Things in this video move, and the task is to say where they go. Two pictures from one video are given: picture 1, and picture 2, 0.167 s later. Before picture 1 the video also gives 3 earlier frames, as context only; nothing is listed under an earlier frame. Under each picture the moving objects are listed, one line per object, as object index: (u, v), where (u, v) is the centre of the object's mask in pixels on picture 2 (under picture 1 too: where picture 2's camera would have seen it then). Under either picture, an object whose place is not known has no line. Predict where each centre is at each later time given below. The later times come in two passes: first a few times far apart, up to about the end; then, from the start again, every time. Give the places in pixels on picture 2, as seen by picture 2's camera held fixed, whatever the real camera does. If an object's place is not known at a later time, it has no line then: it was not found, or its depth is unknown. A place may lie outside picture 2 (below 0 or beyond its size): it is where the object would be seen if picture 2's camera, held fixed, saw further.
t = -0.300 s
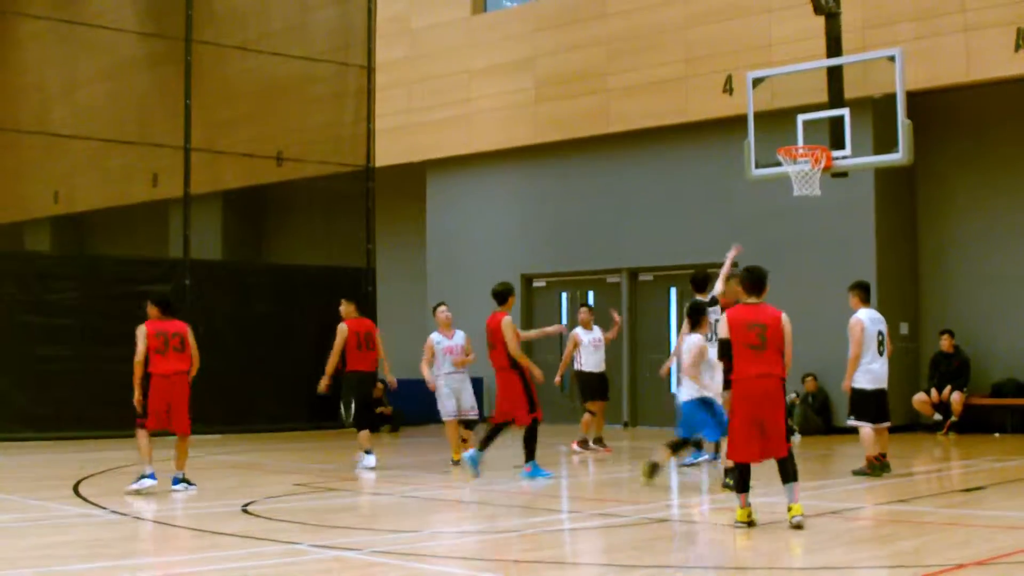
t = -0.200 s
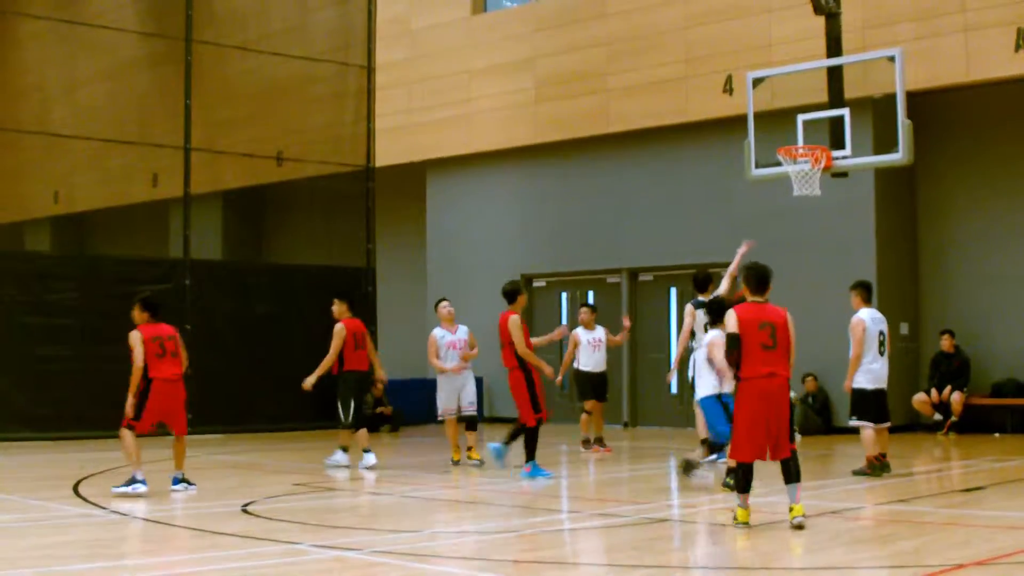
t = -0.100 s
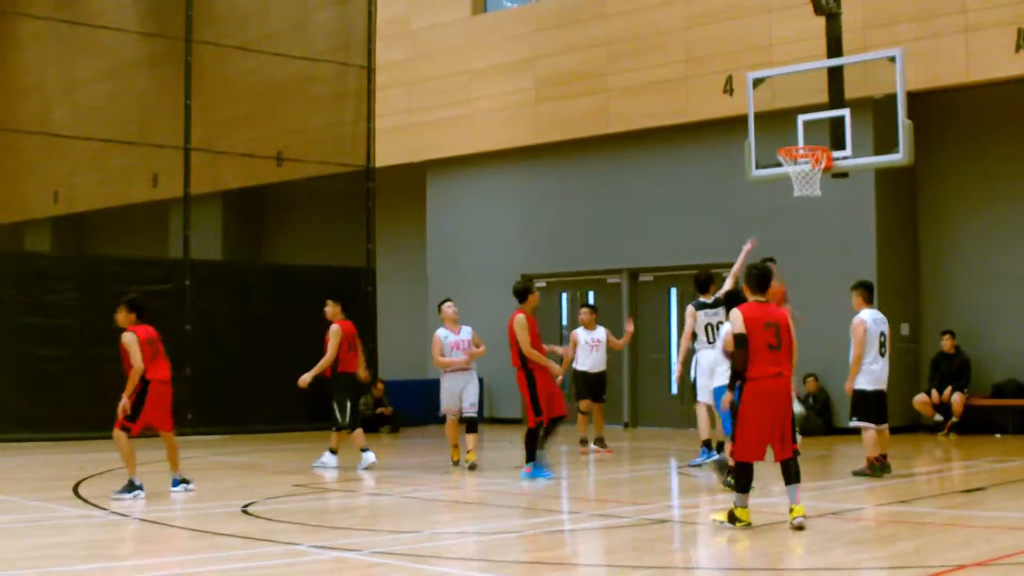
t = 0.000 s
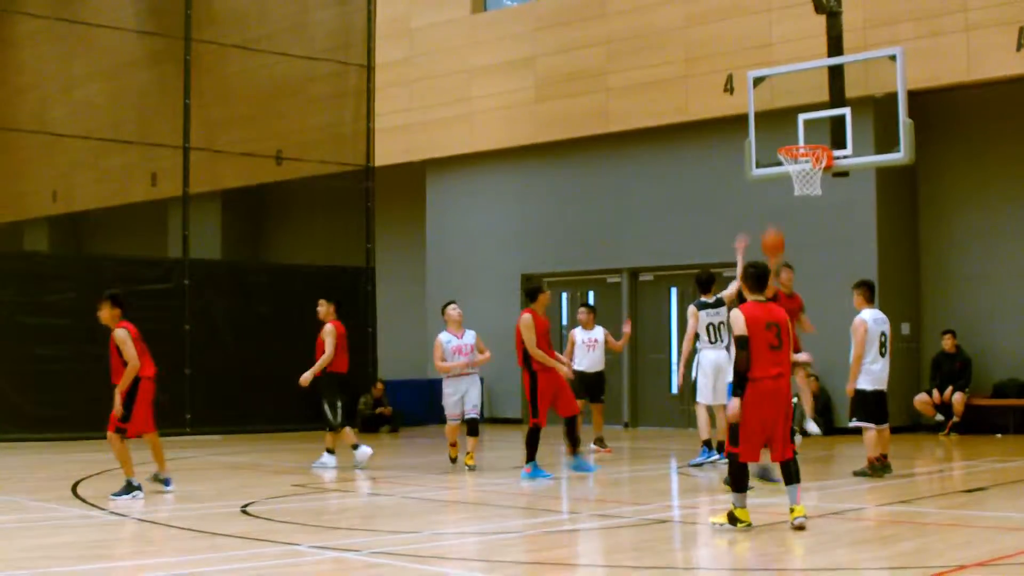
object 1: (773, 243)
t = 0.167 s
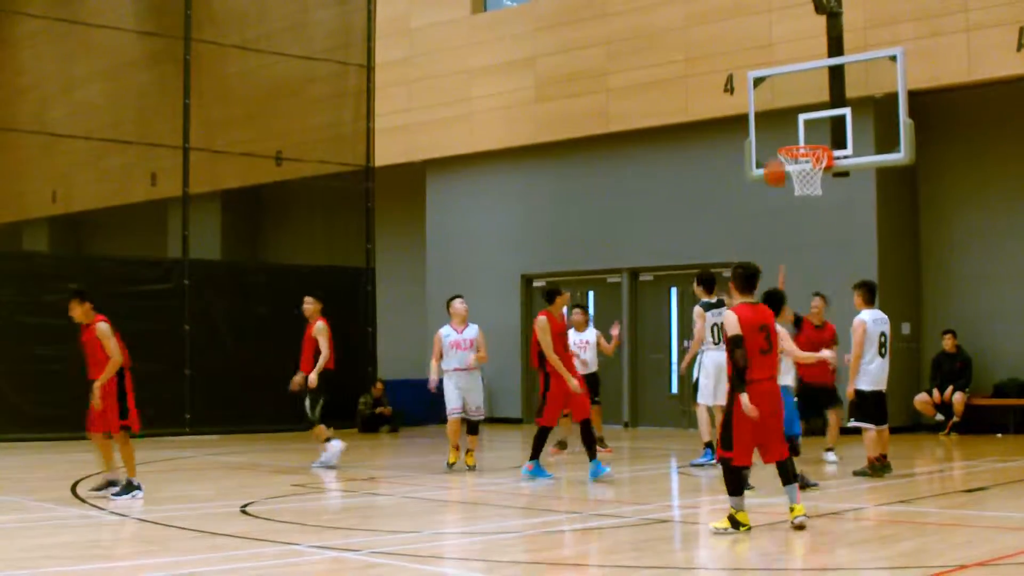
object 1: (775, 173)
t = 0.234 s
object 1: (773, 151)
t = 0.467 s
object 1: (780, 115)
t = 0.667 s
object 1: (783, 121)
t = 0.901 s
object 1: (776, 156)
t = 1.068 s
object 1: (758, 186)
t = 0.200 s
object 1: (774, 164)
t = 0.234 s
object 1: (773, 151)
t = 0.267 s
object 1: (775, 143)
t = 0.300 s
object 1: (777, 135)
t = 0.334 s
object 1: (778, 130)
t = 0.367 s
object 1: (778, 124)
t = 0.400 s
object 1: (778, 121)
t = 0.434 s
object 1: (780, 117)
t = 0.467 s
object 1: (780, 115)
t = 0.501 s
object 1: (780, 113)
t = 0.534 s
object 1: (780, 113)
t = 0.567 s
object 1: (780, 113)
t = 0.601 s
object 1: (781, 114)
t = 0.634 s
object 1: (782, 116)
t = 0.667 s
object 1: (783, 121)
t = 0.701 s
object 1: (784, 126)
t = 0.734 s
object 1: (785, 132)
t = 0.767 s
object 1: (786, 136)
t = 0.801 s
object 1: (786, 142)
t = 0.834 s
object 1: (782, 144)
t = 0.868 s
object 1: (778, 149)
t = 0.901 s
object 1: (776, 156)
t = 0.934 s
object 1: (775, 165)
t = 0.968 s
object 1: (772, 167)
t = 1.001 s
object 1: (768, 171)
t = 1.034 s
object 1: (763, 178)
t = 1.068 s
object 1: (758, 186)
